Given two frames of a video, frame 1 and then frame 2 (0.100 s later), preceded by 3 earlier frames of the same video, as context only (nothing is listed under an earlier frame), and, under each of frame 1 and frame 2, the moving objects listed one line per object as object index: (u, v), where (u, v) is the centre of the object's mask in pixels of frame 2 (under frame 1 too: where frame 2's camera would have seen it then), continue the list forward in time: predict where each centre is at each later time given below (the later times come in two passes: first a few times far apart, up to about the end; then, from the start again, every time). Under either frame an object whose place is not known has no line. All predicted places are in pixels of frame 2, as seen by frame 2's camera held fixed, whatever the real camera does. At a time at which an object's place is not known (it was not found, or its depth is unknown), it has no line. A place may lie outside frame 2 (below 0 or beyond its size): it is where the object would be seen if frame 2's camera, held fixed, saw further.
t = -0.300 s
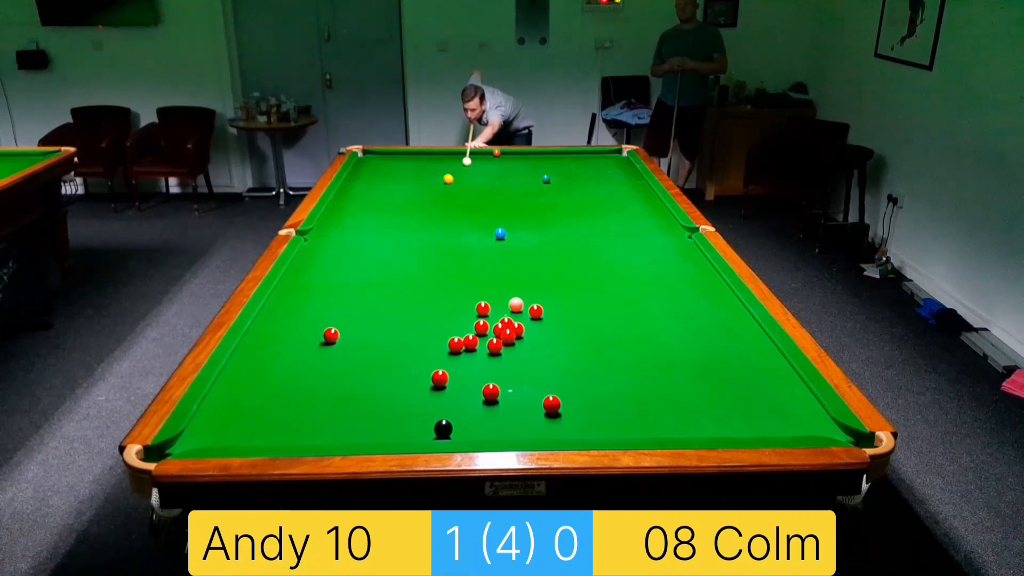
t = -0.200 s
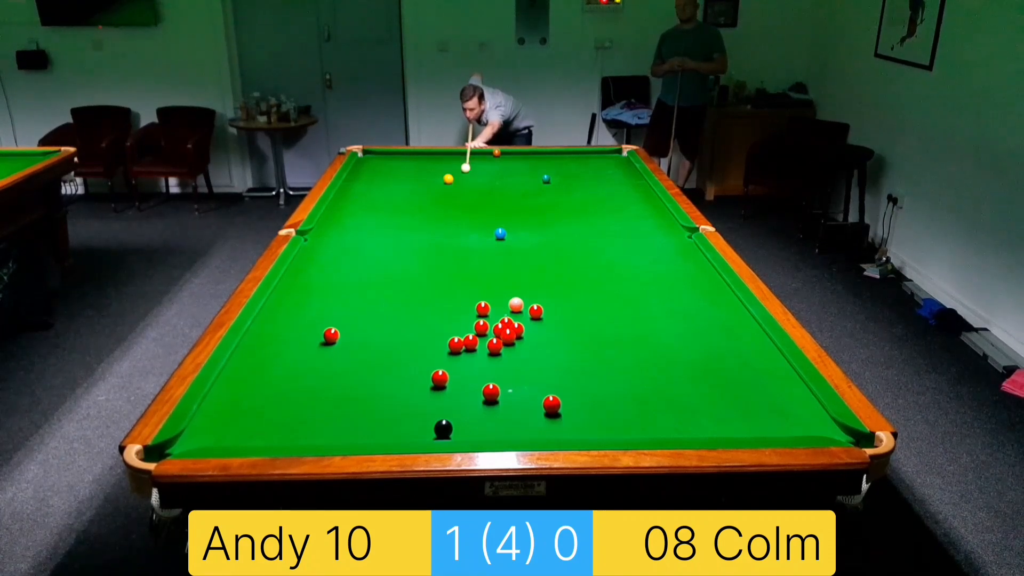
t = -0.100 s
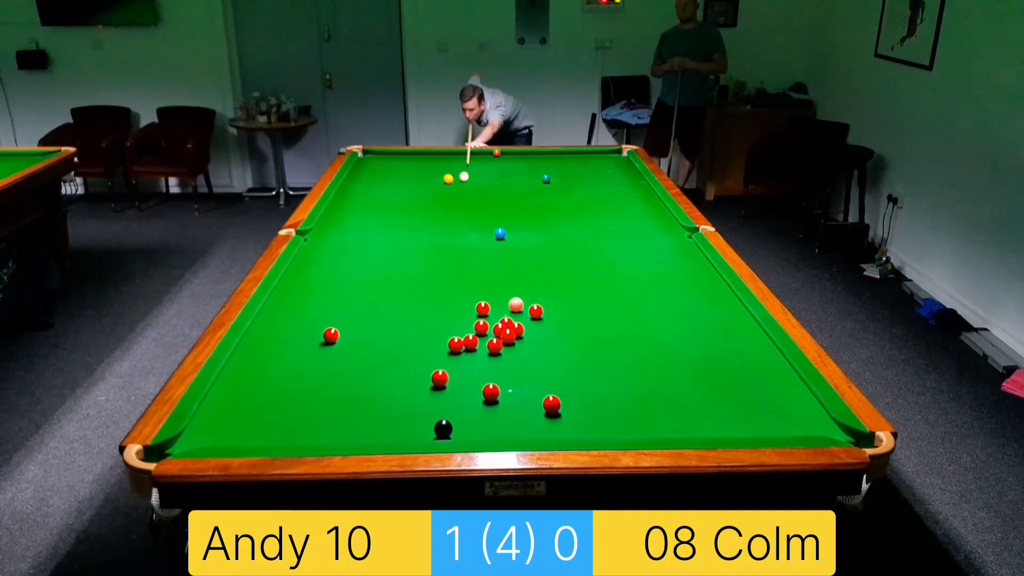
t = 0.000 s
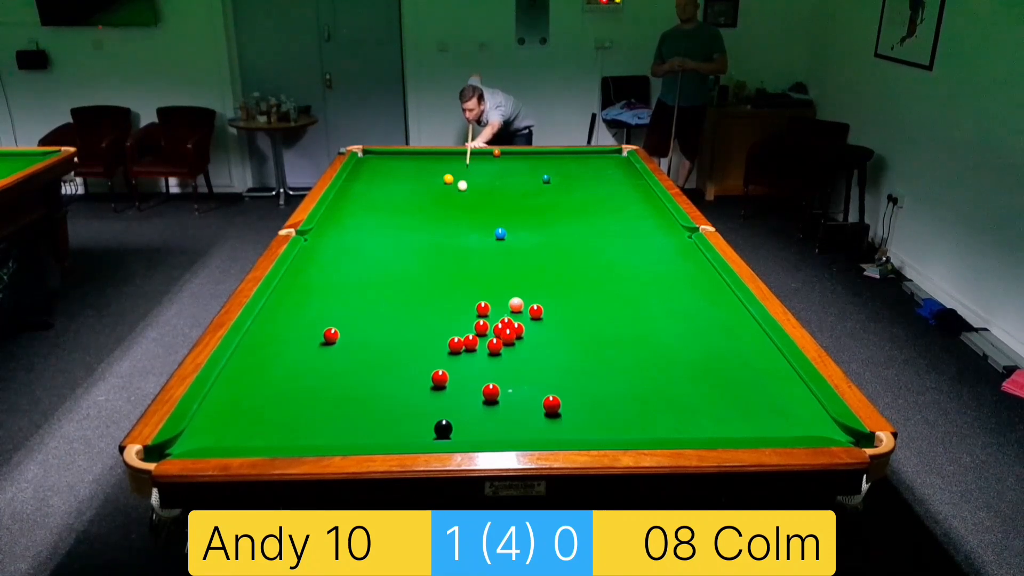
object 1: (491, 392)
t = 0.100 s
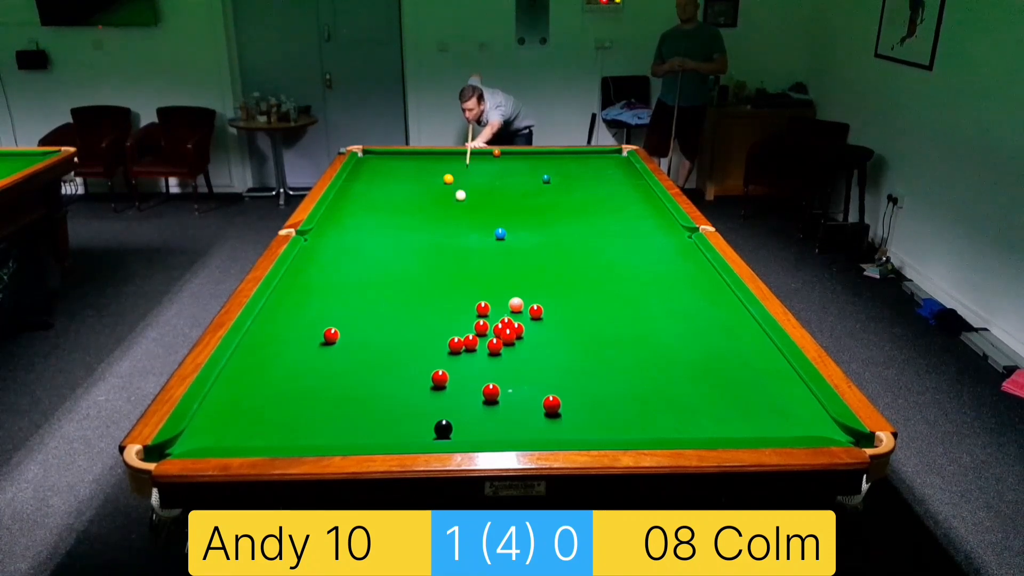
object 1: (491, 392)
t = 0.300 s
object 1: (491, 392)
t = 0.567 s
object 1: (491, 392)
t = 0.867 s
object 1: (491, 392)
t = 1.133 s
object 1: (491, 392)
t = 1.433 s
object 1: (517, 392)
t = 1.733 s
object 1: (555, 390)
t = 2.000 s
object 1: (586, 391)
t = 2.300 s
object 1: (619, 391)
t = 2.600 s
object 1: (649, 391)
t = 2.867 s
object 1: (673, 390)
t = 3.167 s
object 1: (697, 389)
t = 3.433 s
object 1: (716, 389)
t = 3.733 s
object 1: (735, 389)
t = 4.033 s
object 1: (751, 388)
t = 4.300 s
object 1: (762, 388)
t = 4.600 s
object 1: (773, 388)
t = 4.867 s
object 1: (779, 387)
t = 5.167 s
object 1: (784, 387)
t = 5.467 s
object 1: (785, 387)
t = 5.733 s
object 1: (785, 387)
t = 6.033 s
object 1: (785, 387)
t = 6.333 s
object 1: (785, 387)
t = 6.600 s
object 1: (785, 387)
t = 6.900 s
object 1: (785, 387)
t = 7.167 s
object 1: (785, 387)
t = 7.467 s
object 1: (785, 387)
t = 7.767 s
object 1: (785, 387)
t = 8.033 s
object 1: (785, 387)
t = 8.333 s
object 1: (785, 387)
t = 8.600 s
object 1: (785, 387)
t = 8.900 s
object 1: (785, 387)
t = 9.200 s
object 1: (785, 387)
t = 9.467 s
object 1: (785, 387)
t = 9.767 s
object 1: (785, 387)
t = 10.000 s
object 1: (785, 387)
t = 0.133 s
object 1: (491, 392)
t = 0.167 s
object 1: (491, 392)
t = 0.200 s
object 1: (491, 392)
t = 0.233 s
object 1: (491, 392)
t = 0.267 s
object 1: (491, 392)
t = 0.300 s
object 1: (491, 392)
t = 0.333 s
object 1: (491, 392)
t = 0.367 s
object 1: (491, 392)
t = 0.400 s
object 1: (491, 392)
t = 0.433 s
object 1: (491, 392)
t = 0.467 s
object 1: (491, 392)
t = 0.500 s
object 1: (491, 392)
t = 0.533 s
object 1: (491, 392)
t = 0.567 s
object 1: (491, 392)
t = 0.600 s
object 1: (491, 392)
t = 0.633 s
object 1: (491, 392)
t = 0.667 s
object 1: (491, 392)
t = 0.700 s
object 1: (491, 392)
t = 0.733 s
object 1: (491, 392)
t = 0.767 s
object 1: (491, 392)
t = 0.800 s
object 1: (491, 392)
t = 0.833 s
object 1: (491, 392)
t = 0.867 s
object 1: (491, 392)
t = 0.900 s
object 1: (491, 392)
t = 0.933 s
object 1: (491, 392)
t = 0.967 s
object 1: (491, 392)
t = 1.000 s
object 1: (491, 392)
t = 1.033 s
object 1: (491, 392)
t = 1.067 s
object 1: (491, 392)
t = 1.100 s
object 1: (491, 392)
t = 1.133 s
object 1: (491, 392)
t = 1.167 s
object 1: (491, 392)
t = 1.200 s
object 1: (491, 393)
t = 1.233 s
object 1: (491, 393)
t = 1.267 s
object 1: (493, 392)
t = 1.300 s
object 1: (498, 392)
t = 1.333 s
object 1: (504, 392)
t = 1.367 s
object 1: (508, 392)
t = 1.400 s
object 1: (513, 392)
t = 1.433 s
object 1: (517, 392)
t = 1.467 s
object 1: (522, 392)
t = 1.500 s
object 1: (526, 392)
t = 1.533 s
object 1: (530, 391)
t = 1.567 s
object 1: (534, 392)
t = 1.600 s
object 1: (538, 392)
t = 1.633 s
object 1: (542, 391)
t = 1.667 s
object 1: (547, 390)
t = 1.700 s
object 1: (551, 389)
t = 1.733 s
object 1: (555, 390)
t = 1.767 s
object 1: (560, 391)
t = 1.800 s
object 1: (563, 391)
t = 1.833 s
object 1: (567, 392)
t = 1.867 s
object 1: (571, 392)
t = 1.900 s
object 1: (575, 391)
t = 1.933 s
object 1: (579, 391)
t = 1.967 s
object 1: (583, 391)
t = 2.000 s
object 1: (586, 391)
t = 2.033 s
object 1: (590, 391)
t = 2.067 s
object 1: (594, 391)
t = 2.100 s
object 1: (597, 391)
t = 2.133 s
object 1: (601, 391)
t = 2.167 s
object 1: (605, 391)
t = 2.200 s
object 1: (608, 391)
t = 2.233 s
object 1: (612, 391)
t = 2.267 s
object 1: (615, 391)
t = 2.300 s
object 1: (619, 391)
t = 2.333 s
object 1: (622, 391)
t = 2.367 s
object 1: (626, 391)
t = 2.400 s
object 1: (629, 391)
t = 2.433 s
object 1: (632, 391)
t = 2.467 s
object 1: (636, 391)
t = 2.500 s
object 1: (639, 391)
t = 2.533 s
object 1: (642, 391)
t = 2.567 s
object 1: (645, 391)
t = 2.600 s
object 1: (649, 391)
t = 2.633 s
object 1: (652, 391)
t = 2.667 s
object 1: (655, 391)
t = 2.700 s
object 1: (658, 391)
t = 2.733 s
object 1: (661, 390)
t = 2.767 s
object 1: (664, 390)
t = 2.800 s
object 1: (667, 390)
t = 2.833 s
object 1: (670, 390)
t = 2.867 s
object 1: (673, 390)
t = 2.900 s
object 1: (675, 390)
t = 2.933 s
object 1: (678, 390)
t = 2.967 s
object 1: (681, 390)
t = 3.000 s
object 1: (684, 390)
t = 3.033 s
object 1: (686, 390)
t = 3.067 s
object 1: (689, 389)
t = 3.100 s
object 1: (692, 390)
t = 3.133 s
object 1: (694, 390)
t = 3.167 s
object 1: (697, 389)
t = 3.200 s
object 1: (699, 389)
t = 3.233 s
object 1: (702, 389)
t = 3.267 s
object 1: (704, 389)
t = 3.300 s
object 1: (707, 389)
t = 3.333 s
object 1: (709, 389)
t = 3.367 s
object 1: (712, 389)
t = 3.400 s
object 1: (714, 389)
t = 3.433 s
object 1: (716, 389)
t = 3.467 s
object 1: (718, 389)
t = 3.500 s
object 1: (721, 389)
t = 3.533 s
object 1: (723, 389)
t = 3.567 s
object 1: (725, 389)
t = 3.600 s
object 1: (727, 389)
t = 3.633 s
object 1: (729, 389)
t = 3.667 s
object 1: (731, 389)
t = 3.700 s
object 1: (733, 389)
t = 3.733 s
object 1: (735, 389)
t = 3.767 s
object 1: (737, 389)
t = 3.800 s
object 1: (739, 389)
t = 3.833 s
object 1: (741, 389)
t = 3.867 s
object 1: (742, 388)
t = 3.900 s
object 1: (744, 389)
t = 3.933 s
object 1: (746, 388)
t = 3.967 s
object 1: (747, 388)
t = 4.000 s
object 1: (749, 388)
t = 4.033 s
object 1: (751, 388)
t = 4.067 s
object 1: (752, 388)
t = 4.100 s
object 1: (754, 388)
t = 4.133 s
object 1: (755, 388)
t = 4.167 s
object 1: (757, 388)
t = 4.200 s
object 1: (758, 388)
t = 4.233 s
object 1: (760, 388)
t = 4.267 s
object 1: (761, 388)
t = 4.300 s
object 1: (762, 388)
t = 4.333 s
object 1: (764, 388)
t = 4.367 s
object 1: (765, 388)
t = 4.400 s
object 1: (766, 388)
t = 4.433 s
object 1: (767, 388)
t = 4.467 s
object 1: (768, 388)
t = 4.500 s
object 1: (769, 388)
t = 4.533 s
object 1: (770, 388)
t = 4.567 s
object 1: (772, 388)
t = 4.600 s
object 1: (773, 388)
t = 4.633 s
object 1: (774, 387)
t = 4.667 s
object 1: (775, 387)
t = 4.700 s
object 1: (775, 387)
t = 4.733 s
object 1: (776, 387)
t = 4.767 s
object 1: (777, 387)
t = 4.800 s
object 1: (778, 387)
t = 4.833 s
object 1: (779, 387)
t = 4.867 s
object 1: (779, 387)
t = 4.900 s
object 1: (780, 387)
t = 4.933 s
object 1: (780, 387)
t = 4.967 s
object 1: (781, 387)
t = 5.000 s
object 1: (782, 387)
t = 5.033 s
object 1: (782, 387)
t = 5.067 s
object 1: (783, 387)
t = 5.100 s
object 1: (783, 387)
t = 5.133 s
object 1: (783, 387)
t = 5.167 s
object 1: (784, 387)
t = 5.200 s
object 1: (784, 387)
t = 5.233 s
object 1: (784, 387)
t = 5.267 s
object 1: (785, 387)
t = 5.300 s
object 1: (785, 387)
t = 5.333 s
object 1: (785, 387)
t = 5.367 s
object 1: (785, 387)
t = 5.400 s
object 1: (785, 387)
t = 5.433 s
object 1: (785, 387)
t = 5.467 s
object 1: (785, 387)
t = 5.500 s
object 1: (785, 387)
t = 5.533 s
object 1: (785, 387)
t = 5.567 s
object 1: (785, 387)
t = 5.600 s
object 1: (785, 387)
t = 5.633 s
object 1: (785, 387)
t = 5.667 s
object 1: (785, 387)
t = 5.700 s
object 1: (785, 387)
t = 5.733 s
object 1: (785, 387)
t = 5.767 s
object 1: (785, 387)
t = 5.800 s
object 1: (785, 387)
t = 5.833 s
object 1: (785, 387)
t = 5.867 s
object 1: (785, 387)
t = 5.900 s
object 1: (785, 387)
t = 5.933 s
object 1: (785, 387)
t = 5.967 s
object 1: (785, 387)
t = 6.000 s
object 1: (785, 387)
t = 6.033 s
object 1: (785, 387)
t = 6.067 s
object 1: (785, 387)
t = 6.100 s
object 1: (785, 387)
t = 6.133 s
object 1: (785, 387)
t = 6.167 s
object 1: (785, 387)
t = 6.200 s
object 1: (785, 387)
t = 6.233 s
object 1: (785, 387)
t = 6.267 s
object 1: (785, 387)
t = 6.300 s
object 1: (785, 387)
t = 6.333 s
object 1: (785, 387)
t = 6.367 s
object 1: (785, 387)
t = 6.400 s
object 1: (785, 387)
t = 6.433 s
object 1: (785, 387)
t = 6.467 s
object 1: (785, 387)
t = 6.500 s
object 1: (785, 387)
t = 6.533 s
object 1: (785, 387)
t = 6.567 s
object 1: (785, 387)
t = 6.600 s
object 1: (785, 387)
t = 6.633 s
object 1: (785, 387)
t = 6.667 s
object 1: (785, 387)
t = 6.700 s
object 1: (785, 387)
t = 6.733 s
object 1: (785, 387)
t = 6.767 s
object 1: (785, 387)
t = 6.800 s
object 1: (785, 387)
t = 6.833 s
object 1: (785, 387)
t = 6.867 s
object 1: (785, 387)
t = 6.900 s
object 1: (785, 387)
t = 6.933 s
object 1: (785, 387)
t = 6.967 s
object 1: (785, 387)
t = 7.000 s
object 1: (785, 387)
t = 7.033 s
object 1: (785, 387)
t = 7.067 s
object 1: (785, 387)
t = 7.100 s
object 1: (785, 387)
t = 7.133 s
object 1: (785, 387)
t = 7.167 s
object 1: (785, 387)
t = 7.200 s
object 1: (785, 387)
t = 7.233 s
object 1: (785, 387)
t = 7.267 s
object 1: (785, 387)
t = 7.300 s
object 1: (785, 387)
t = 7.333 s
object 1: (785, 387)
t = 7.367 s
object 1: (785, 387)
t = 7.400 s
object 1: (785, 387)
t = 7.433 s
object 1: (785, 387)
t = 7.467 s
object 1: (785, 387)
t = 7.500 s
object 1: (785, 387)
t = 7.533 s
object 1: (785, 387)
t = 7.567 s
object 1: (785, 387)
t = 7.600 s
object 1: (785, 387)
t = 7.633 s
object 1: (785, 387)
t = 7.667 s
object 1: (785, 387)
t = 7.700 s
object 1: (785, 387)
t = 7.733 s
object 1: (785, 387)
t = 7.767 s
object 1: (785, 387)
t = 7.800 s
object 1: (785, 387)
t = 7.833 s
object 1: (785, 387)
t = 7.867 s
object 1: (785, 387)
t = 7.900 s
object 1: (785, 387)
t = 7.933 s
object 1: (785, 387)
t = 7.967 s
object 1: (785, 387)
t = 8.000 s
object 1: (785, 387)
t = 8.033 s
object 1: (785, 387)
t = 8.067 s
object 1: (785, 387)
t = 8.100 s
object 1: (785, 387)
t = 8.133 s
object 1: (785, 387)
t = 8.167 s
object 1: (785, 387)
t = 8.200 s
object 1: (785, 387)
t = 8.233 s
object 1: (785, 387)
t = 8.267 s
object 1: (785, 387)
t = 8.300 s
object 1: (785, 387)
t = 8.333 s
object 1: (785, 387)
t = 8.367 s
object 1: (785, 387)
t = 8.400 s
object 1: (785, 387)
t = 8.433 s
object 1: (785, 387)
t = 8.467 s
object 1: (785, 387)
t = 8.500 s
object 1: (785, 387)
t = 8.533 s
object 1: (785, 387)
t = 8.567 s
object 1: (785, 387)
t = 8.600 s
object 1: (785, 387)
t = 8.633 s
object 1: (785, 387)
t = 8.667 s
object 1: (785, 387)
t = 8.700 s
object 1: (785, 387)
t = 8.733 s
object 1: (785, 387)
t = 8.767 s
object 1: (785, 387)
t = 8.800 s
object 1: (785, 387)
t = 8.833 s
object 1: (785, 387)
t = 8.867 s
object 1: (785, 387)
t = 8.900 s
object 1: (785, 387)
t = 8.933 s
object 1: (785, 387)
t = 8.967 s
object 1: (785, 387)
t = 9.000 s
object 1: (785, 387)
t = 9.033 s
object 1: (785, 387)
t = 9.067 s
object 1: (785, 387)
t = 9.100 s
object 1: (785, 387)
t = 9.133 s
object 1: (785, 387)
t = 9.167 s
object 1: (785, 387)
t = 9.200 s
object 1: (785, 387)
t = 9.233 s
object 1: (785, 387)
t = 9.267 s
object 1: (785, 387)
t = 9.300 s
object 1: (785, 387)
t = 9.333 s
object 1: (785, 387)
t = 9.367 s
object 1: (785, 387)
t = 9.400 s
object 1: (785, 387)
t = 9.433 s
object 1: (785, 387)
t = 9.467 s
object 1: (785, 387)
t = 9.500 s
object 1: (785, 387)
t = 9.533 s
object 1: (785, 387)
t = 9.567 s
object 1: (785, 387)
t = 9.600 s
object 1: (785, 387)
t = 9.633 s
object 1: (785, 387)
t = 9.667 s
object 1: (785, 387)
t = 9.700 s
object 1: (785, 387)
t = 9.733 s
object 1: (785, 387)
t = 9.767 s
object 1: (785, 387)
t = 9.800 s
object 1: (785, 387)
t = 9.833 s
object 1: (785, 387)
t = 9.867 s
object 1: (785, 387)
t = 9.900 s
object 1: (785, 387)
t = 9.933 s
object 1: (785, 387)
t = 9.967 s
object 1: (785, 387)
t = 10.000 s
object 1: (785, 387)
